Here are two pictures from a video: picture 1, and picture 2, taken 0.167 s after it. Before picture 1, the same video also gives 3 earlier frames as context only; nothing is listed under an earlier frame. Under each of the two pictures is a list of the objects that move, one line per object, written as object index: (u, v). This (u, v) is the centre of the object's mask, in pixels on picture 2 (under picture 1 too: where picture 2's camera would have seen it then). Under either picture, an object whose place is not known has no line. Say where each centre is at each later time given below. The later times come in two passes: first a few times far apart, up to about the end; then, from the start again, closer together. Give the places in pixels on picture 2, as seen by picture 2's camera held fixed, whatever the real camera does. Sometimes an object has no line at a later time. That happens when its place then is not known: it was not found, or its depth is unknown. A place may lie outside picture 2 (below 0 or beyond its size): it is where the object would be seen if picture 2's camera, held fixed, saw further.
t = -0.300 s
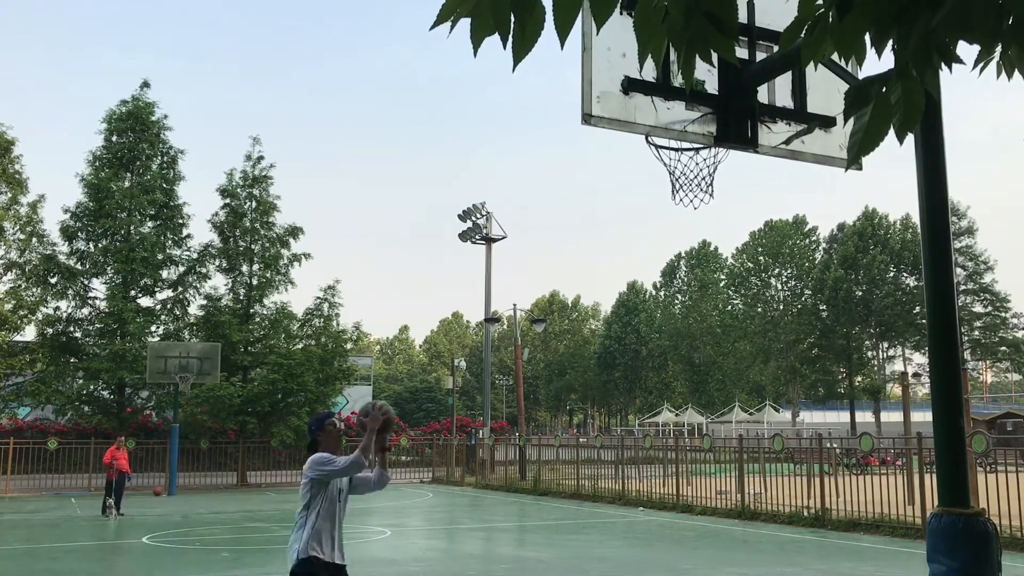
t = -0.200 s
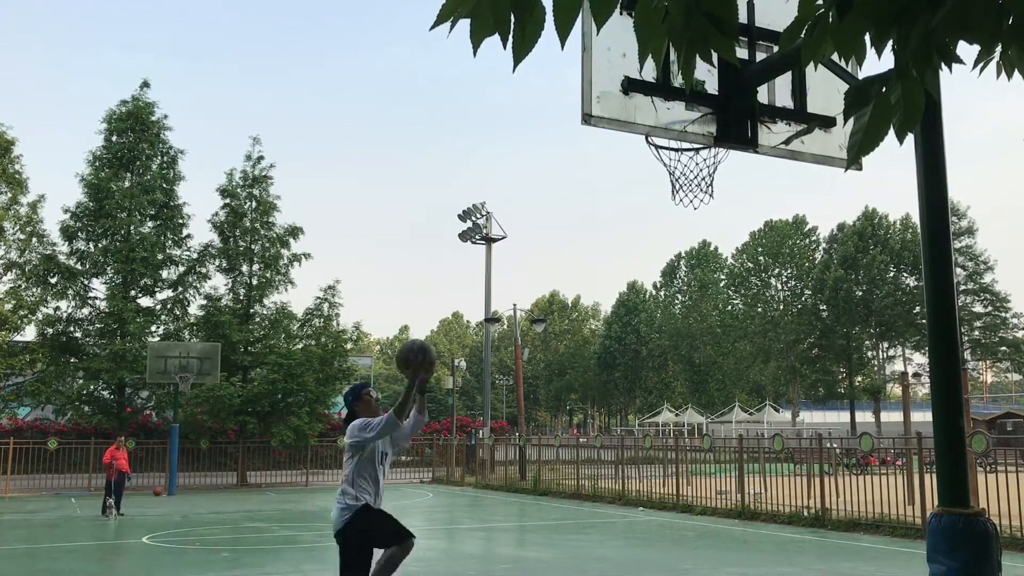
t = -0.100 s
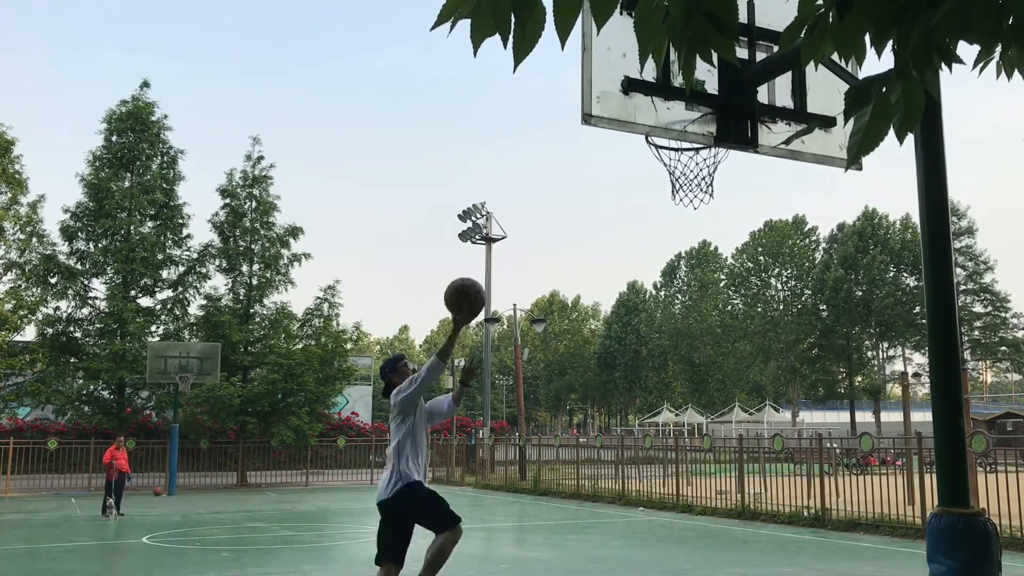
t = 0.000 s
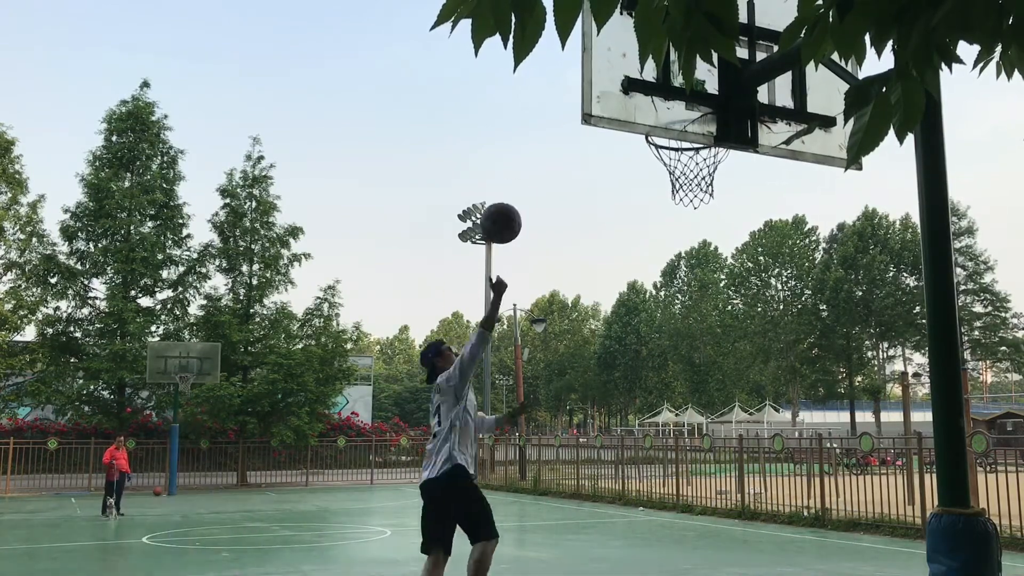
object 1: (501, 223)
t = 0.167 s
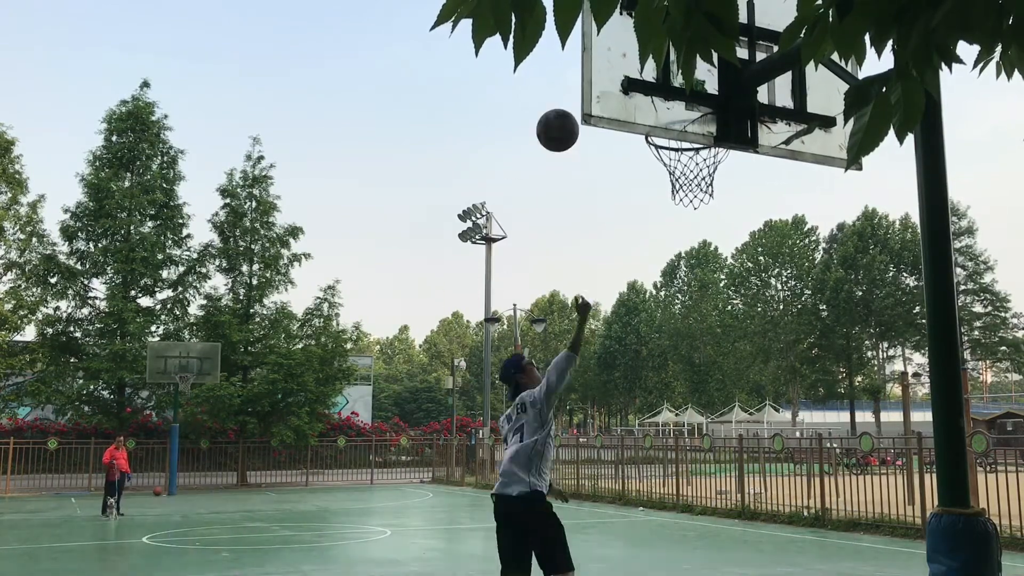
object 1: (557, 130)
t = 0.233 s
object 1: (572, 105)
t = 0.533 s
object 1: (695, 79)
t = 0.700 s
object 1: (680, 124)
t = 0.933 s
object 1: (683, 205)
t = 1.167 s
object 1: (696, 329)
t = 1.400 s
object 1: (711, 553)
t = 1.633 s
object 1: (731, 557)
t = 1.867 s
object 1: (756, 409)
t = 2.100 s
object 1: (784, 356)
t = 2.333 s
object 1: (817, 397)
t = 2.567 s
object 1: (854, 538)
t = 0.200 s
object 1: (567, 117)
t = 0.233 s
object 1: (572, 105)
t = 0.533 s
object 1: (695, 79)
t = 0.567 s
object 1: (695, 81)
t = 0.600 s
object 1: (689, 94)
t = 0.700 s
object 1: (680, 124)
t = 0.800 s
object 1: (677, 172)
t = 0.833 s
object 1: (679, 180)
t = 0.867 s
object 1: (680, 186)
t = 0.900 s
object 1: (681, 194)
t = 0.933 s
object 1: (683, 205)
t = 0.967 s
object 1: (685, 217)
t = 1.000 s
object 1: (686, 231)
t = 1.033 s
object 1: (688, 246)
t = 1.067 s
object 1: (689, 264)
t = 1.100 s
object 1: (692, 284)
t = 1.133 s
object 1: (694, 305)
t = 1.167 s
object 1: (696, 329)
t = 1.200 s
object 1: (701, 356)
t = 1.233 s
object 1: (700, 381)
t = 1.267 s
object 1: (703, 412)
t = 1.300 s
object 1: (704, 444)
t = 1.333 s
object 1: (706, 479)
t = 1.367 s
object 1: (708, 515)
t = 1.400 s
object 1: (711, 553)
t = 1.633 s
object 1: (731, 557)
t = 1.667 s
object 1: (734, 530)
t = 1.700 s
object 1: (738, 506)
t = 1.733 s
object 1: (741, 483)
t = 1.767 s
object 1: (744, 462)
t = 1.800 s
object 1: (747, 442)
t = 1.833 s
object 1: (752, 425)
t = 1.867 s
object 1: (756, 409)
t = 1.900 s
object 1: (759, 397)
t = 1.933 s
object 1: (763, 385)
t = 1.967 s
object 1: (767, 375)
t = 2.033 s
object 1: (776, 362)
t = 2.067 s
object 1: (780, 359)
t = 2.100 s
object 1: (784, 356)
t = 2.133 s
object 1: (788, 356)
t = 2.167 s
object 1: (793, 358)
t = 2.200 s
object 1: (797, 362)
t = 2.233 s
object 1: (802, 368)
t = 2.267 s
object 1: (806, 375)
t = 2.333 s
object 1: (817, 397)
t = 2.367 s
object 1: (822, 411)
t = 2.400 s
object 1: (827, 427)
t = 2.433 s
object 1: (831, 445)
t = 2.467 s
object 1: (838, 465)
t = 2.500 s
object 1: (843, 487)
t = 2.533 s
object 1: (849, 511)
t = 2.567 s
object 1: (854, 538)
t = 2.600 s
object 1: (859, 562)
